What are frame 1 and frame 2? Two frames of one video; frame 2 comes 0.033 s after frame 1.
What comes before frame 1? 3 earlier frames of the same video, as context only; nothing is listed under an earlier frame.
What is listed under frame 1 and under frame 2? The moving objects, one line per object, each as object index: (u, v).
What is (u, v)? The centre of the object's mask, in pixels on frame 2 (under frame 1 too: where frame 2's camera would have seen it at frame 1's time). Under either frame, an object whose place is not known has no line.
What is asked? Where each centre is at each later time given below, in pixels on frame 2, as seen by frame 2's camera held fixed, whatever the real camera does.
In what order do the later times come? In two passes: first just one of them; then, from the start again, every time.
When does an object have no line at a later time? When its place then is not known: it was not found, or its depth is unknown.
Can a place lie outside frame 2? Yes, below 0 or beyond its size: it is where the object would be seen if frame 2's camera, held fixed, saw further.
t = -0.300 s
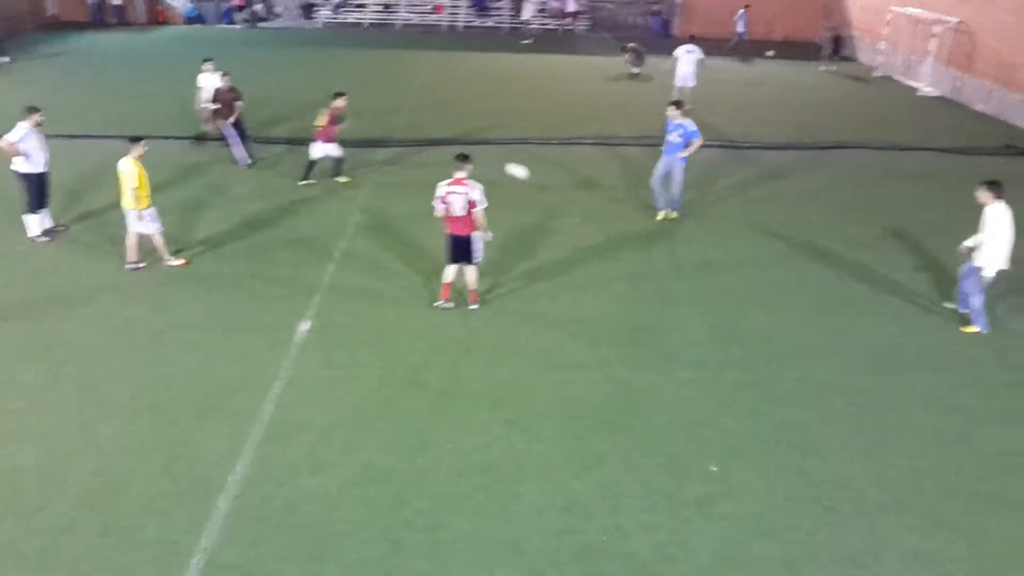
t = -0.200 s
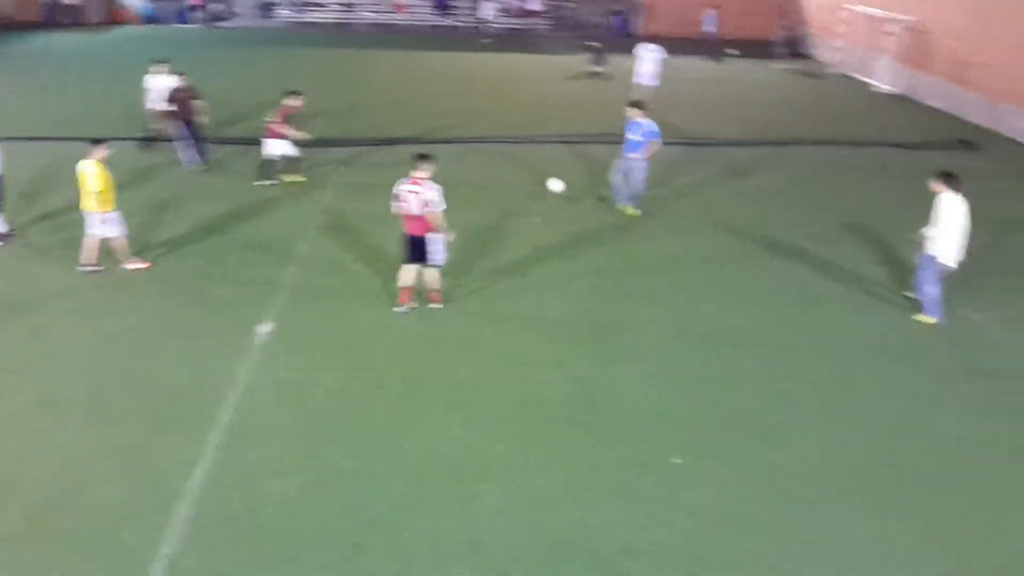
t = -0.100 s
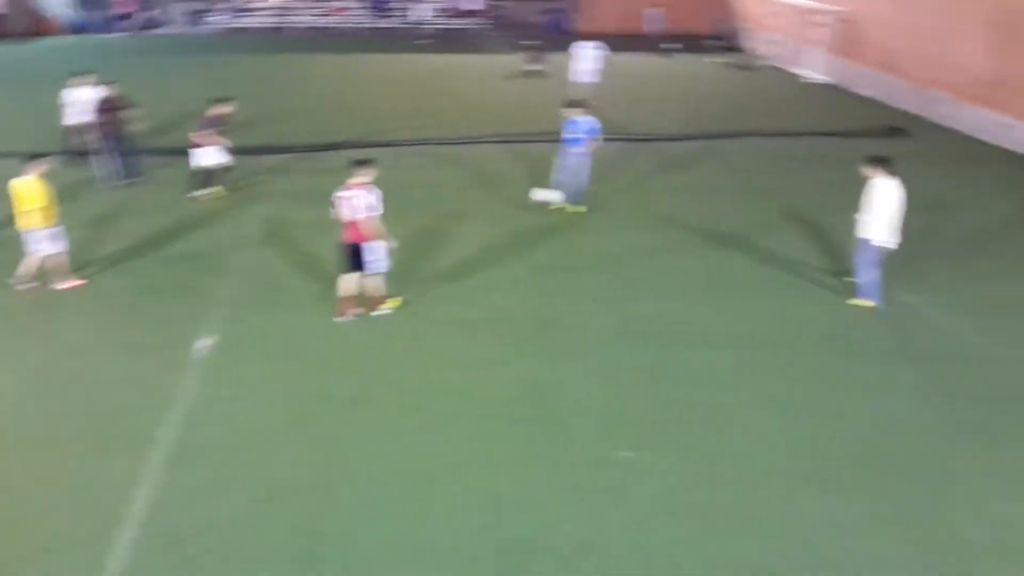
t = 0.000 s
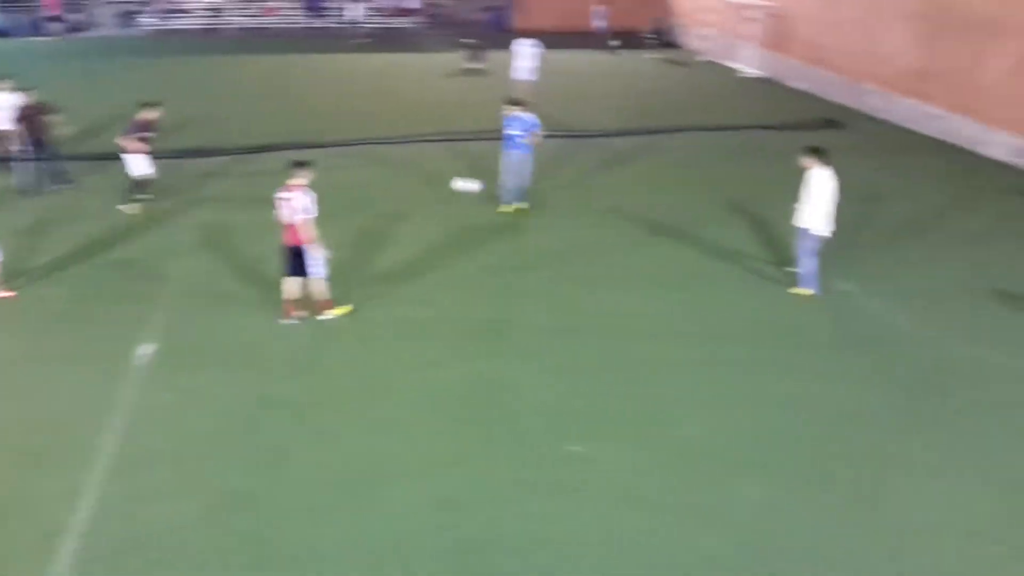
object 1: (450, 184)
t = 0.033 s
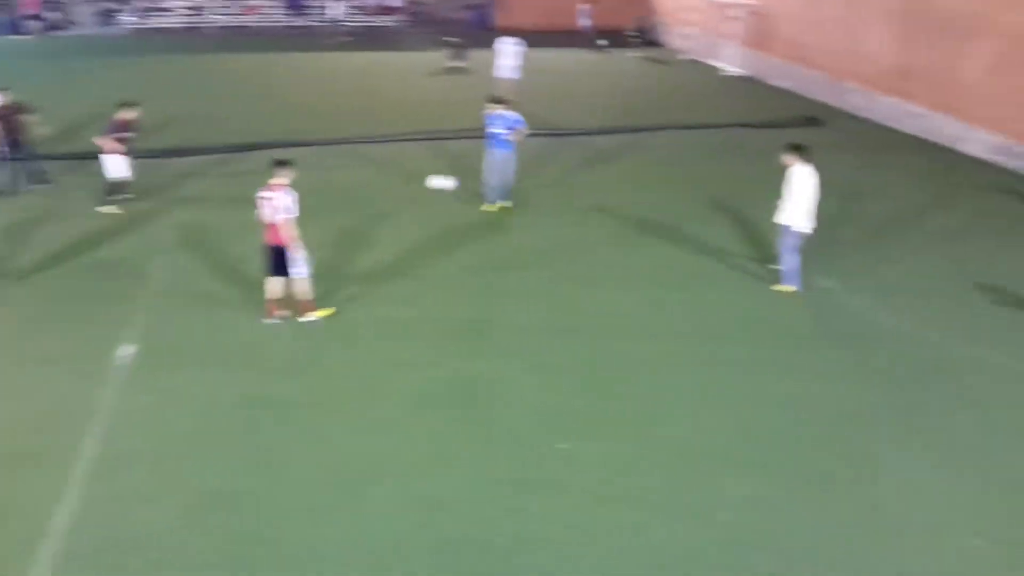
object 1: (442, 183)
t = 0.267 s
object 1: (377, 193)
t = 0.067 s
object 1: (433, 182)
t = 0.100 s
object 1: (423, 182)
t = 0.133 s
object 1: (414, 183)
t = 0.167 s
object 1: (405, 184)
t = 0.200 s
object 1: (397, 186)
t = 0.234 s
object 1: (386, 188)
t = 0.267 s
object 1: (377, 193)
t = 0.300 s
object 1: (368, 197)
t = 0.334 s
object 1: (358, 203)
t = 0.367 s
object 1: (349, 209)
